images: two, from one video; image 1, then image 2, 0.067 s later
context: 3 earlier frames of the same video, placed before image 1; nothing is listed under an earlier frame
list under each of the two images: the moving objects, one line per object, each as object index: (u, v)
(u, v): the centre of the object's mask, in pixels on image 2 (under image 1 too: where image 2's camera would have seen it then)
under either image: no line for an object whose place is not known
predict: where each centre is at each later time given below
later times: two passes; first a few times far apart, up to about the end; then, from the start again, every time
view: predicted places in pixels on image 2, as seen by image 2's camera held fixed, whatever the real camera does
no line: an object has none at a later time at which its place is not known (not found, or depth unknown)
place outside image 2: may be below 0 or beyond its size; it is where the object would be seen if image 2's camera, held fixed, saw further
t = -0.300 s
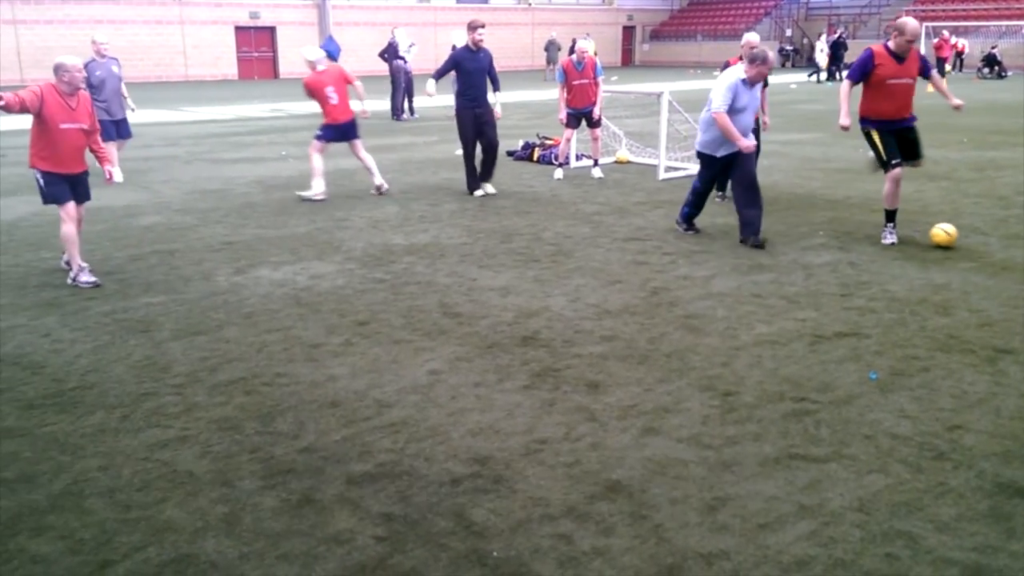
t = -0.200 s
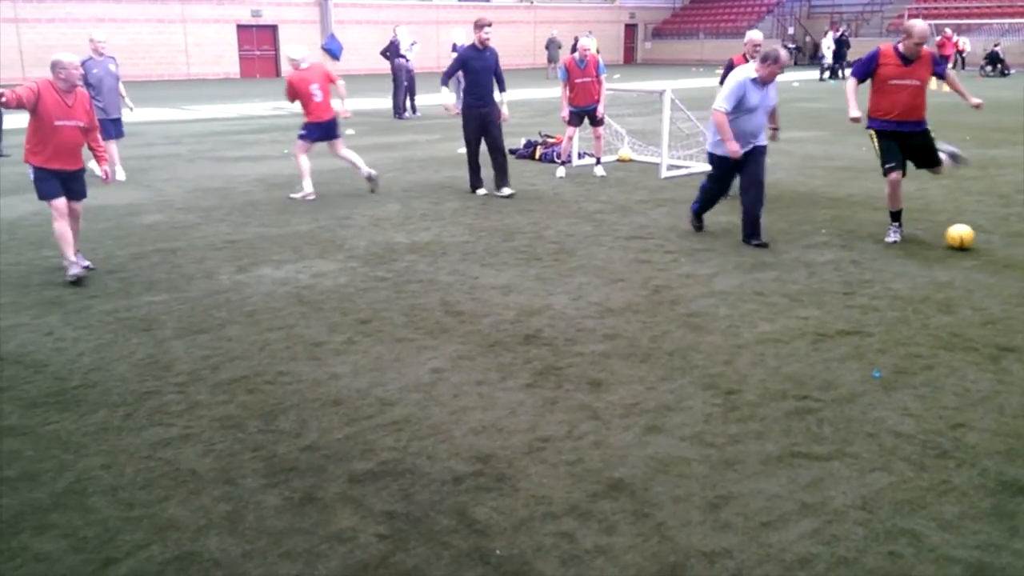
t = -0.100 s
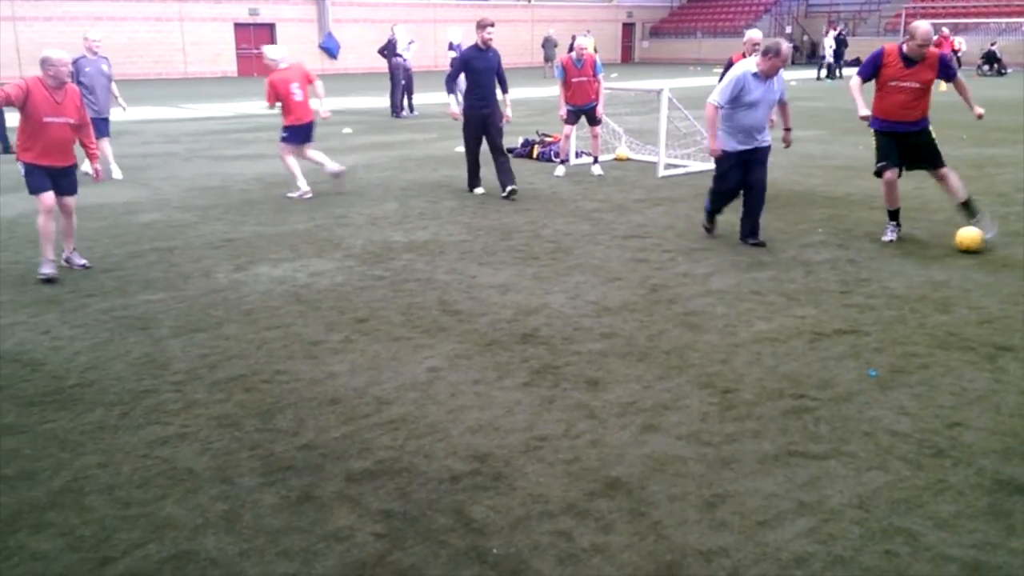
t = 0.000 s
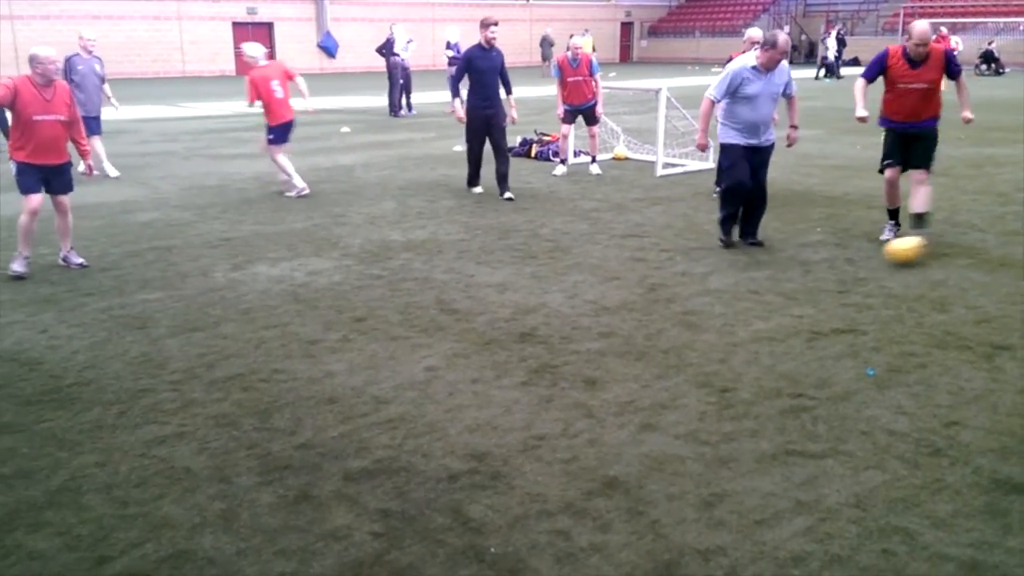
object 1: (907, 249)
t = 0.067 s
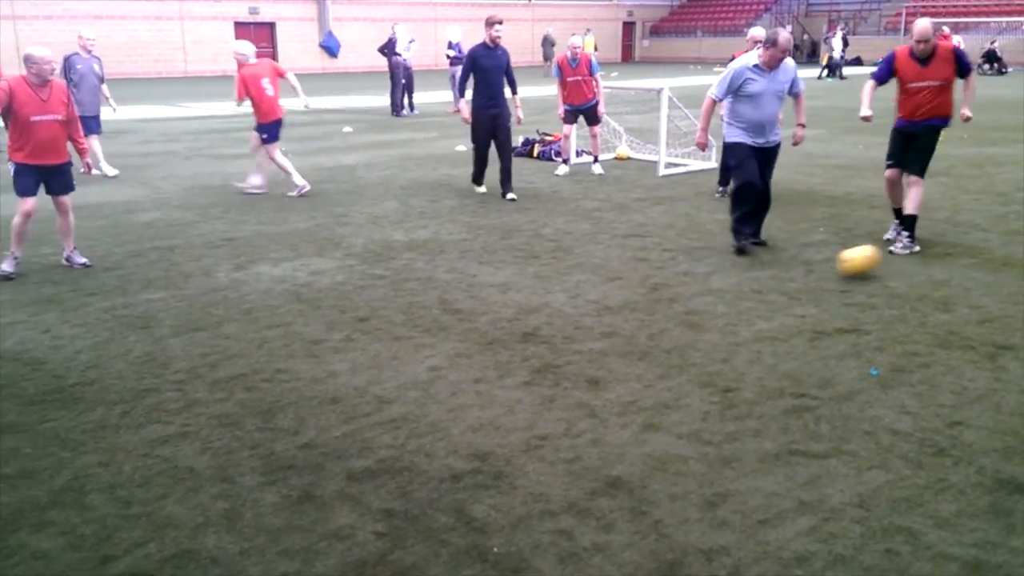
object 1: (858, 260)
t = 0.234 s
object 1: (726, 292)
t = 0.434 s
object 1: (560, 329)
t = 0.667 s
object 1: (349, 377)
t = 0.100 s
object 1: (832, 268)
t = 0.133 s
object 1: (805, 274)
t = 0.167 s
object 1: (781, 278)
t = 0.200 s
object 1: (753, 285)
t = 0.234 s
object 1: (726, 292)
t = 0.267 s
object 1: (698, 298)
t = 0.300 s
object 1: (671, 304)
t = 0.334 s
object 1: (644, 310)
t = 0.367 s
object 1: (616, 317)
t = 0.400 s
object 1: (589, 323)
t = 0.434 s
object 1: (560, 329)
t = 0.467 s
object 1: (532, 335)
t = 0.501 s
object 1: (502, 341)
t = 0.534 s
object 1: (474, 349)
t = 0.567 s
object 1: (443, 355)
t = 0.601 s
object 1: (413, 362)
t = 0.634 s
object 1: (382, 371)
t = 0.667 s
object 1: (349, 377)
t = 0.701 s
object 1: (318, 385)
